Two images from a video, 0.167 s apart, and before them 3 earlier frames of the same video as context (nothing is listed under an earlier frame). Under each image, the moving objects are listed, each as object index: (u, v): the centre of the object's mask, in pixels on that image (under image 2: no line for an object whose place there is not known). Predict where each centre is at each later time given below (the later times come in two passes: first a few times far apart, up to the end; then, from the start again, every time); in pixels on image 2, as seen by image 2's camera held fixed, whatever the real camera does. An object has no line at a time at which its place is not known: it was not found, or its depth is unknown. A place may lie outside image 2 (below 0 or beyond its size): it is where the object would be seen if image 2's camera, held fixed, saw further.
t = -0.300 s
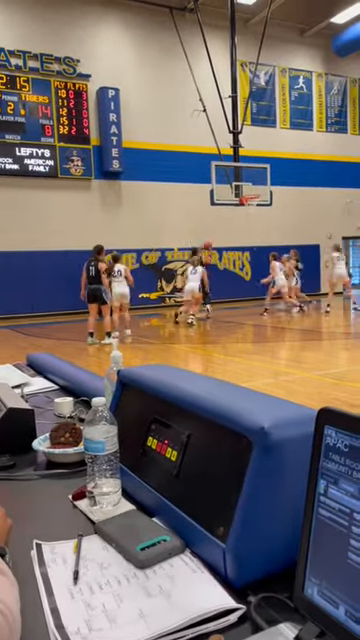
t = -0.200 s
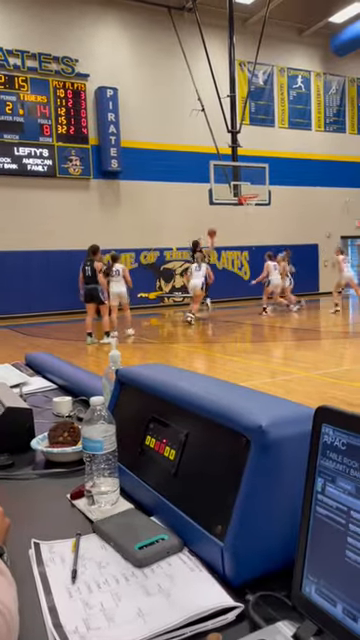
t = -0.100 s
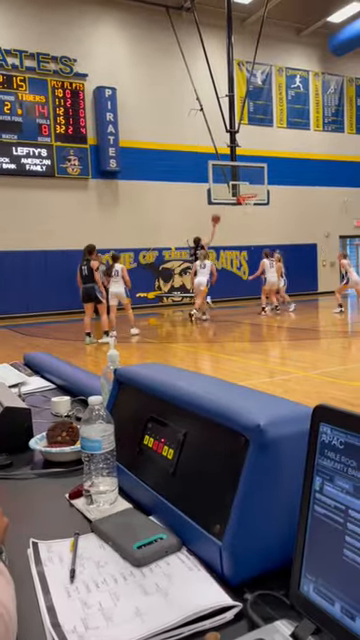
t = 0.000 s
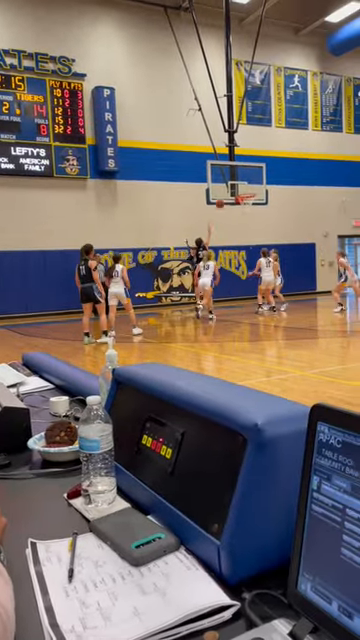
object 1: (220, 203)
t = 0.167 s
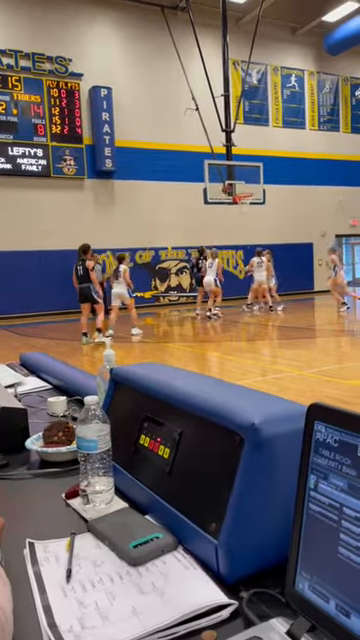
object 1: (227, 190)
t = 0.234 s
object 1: (229, 189)
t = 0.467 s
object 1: (244, 197)
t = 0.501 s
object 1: (245, 198)
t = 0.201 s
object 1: (228, 188)
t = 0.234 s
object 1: (229, 189)
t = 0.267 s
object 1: (231, 189)
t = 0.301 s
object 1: (232, 189)
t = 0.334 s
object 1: (234, 189)
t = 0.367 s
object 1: (238, 190)
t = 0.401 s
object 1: (241, 192)
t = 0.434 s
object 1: (242, 195)
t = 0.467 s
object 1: (244, 197)
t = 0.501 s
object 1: (245, 198)
